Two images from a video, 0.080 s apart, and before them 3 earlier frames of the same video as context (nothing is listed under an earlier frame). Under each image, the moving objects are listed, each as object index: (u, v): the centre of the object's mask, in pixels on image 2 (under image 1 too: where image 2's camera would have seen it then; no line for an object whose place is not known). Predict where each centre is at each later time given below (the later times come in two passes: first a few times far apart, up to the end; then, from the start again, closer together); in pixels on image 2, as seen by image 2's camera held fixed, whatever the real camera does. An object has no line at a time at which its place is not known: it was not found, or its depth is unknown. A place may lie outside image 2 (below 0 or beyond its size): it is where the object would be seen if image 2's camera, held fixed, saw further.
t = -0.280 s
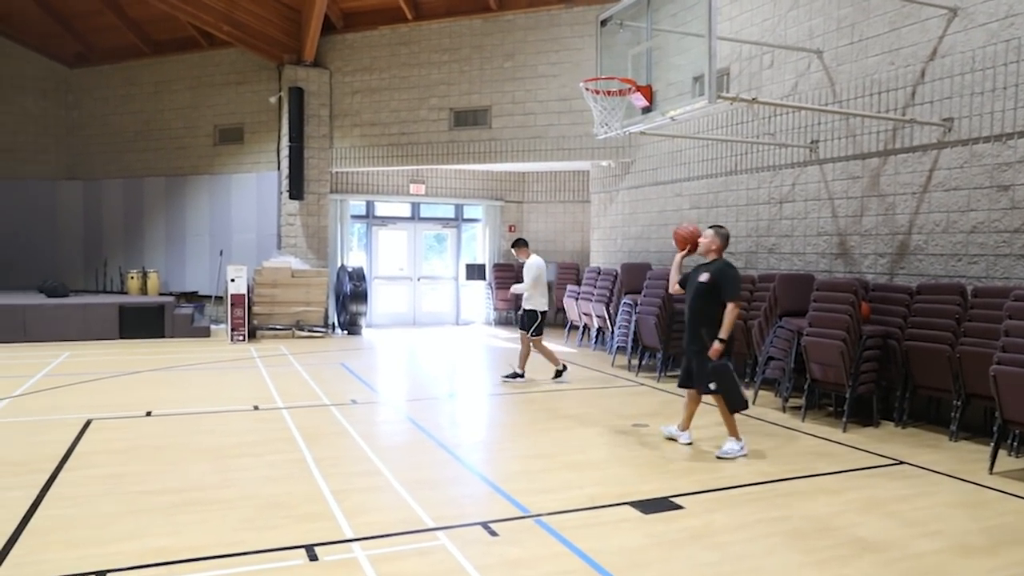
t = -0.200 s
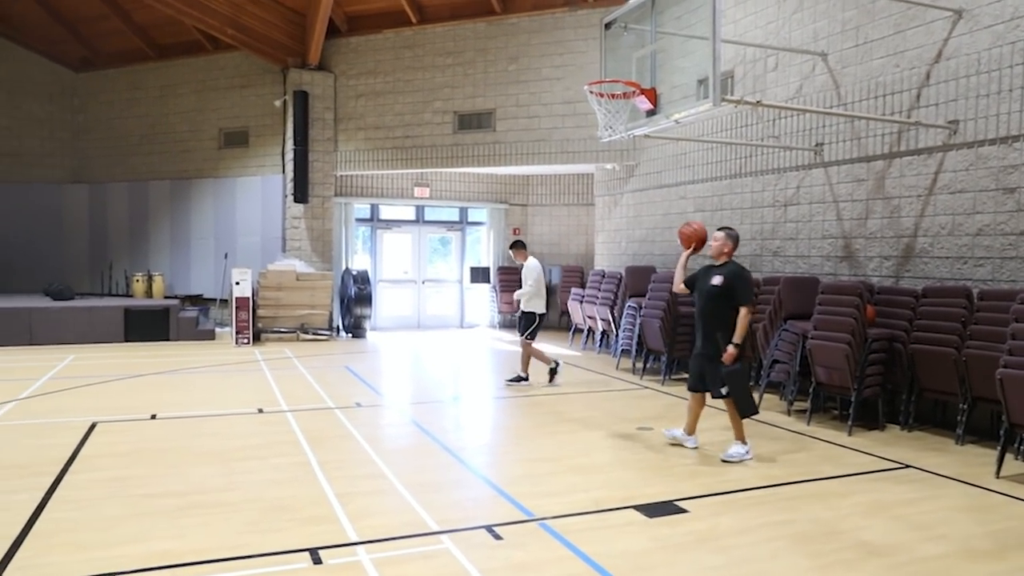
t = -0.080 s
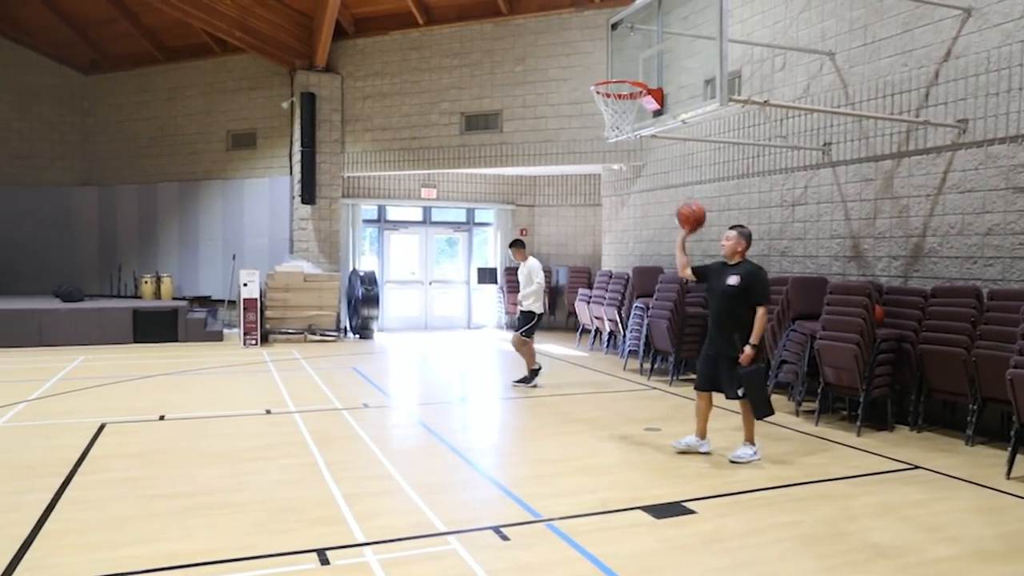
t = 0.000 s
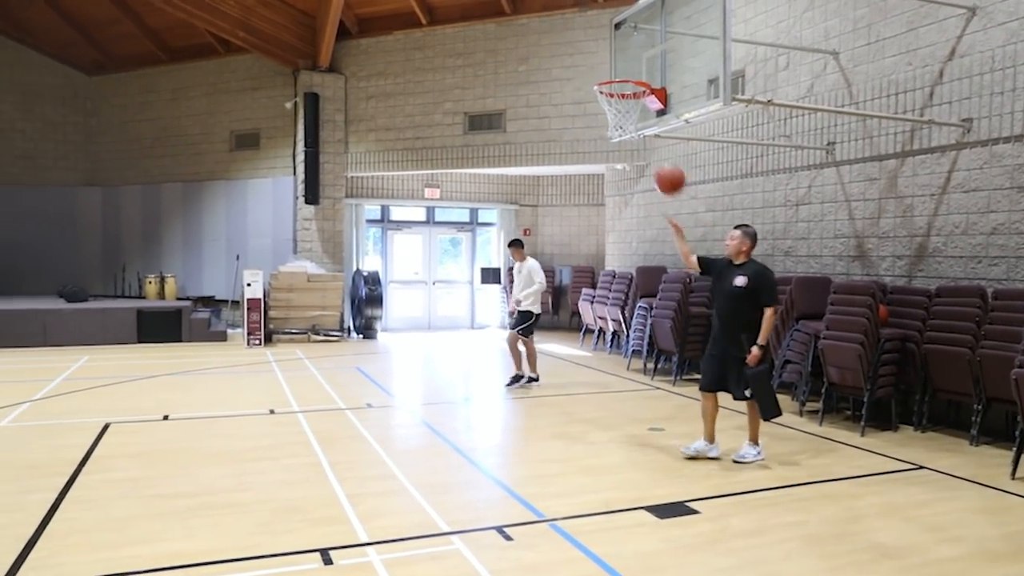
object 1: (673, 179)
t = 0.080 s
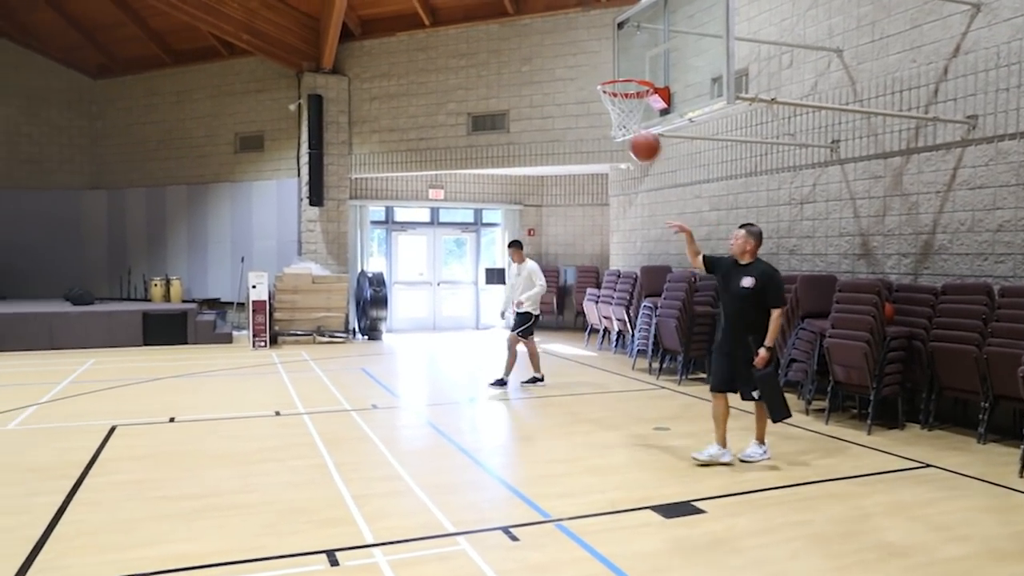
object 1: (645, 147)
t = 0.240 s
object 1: (585, 103)
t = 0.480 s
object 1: (490, 101)
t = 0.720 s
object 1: (388, 178)
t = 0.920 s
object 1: (301, 310)
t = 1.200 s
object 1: (204, 396)
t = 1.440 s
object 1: (168, 269)
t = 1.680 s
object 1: (130, 227)
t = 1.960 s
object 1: (84, 290)
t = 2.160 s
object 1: (50, 416)
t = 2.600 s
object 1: (-47, 342)
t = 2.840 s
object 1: (-104, 346)
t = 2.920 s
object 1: (-125, 369)
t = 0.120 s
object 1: (629, 132)
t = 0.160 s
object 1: (614, 122)
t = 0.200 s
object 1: (600, 111)
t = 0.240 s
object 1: (585, 103)
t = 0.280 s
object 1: (569, 97)
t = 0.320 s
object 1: (553, 94)
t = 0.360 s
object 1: (538, 92)
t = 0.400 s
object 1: (522, 93)
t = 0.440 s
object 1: (506, 96)
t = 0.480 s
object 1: (490, 101)
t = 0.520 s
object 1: (474, 108)
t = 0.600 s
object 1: (440, 129)
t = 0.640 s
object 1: (423, 143)
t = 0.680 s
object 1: (406, 159)
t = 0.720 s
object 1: (388, 178)
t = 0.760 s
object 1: (371, 200)
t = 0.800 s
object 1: (353, 224)
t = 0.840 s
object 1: (336, 250)
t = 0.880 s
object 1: (318, 279)
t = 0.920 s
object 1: (301, 310)
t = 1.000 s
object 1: (263, 380)
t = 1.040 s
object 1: (245, 419)
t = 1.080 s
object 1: (227, 460)
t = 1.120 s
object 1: (217, 455)
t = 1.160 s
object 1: (210, 425)
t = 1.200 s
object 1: (204, 396)
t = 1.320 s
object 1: (186, 324)
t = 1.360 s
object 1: (179, 303)
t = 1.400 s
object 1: (174, 284)
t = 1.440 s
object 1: (168, 269)
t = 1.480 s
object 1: (161, 256)
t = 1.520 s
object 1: (155, 246)
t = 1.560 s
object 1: (149, 238)
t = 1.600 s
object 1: (143, 232)
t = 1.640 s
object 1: (136, 228)
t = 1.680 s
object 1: (130, 227)
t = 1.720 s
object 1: (123, 228)
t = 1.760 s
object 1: (117, 232)
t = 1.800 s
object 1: (110, 238)
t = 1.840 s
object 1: (103, 248)
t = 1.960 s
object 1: (84, 290)
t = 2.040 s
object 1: (70, 332)
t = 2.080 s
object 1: (64, 356)
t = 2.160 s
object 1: (50, 416)
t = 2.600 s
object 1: (-47, 342)
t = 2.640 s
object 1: (-55, 336)
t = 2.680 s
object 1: (-64, 333)
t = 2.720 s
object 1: (-74, 332)
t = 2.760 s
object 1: (-84, 334)
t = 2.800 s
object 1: (-93, 338)
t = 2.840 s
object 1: (-104, 346)
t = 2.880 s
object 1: (-115, 356)
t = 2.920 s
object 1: (-125, 369)
